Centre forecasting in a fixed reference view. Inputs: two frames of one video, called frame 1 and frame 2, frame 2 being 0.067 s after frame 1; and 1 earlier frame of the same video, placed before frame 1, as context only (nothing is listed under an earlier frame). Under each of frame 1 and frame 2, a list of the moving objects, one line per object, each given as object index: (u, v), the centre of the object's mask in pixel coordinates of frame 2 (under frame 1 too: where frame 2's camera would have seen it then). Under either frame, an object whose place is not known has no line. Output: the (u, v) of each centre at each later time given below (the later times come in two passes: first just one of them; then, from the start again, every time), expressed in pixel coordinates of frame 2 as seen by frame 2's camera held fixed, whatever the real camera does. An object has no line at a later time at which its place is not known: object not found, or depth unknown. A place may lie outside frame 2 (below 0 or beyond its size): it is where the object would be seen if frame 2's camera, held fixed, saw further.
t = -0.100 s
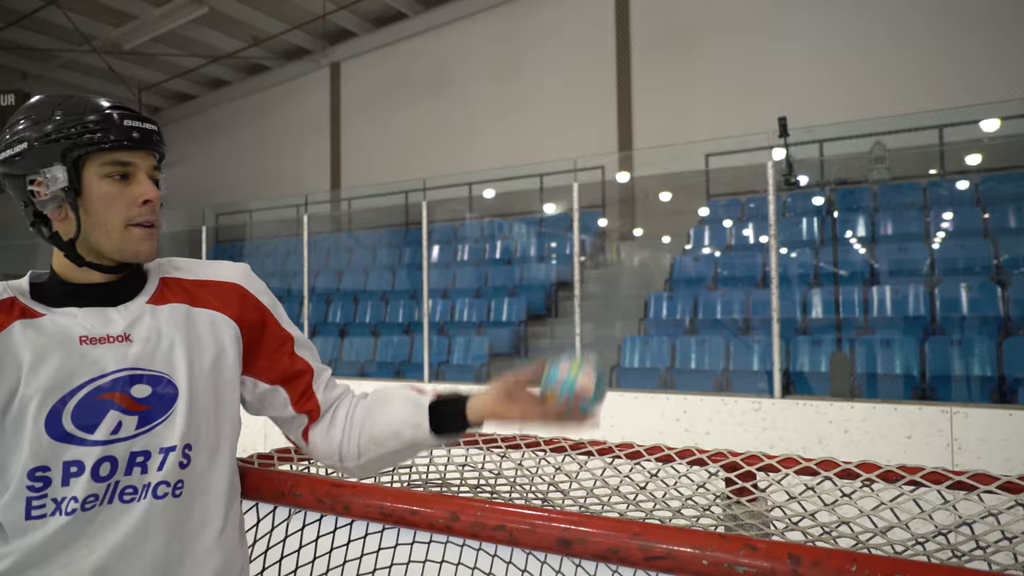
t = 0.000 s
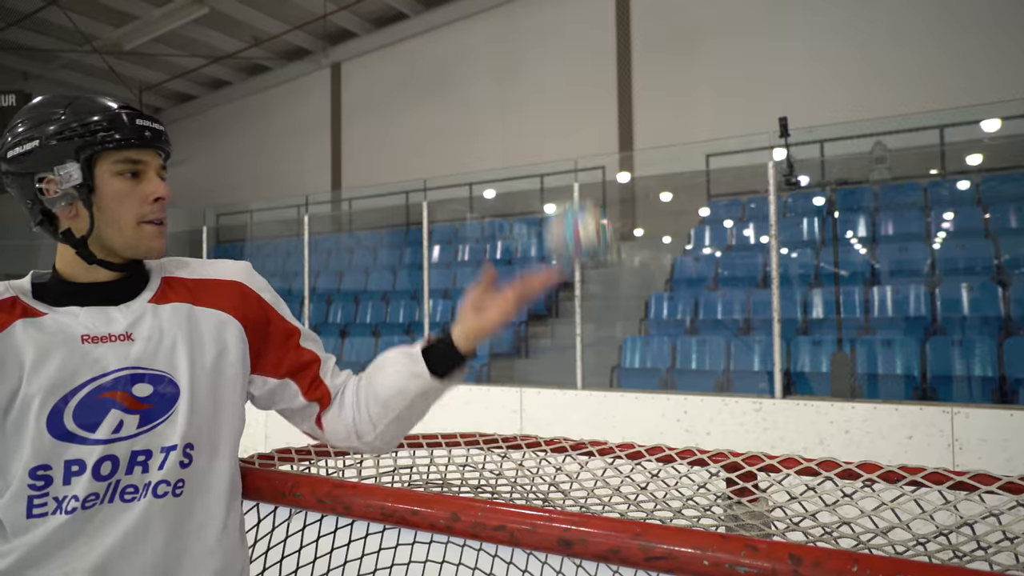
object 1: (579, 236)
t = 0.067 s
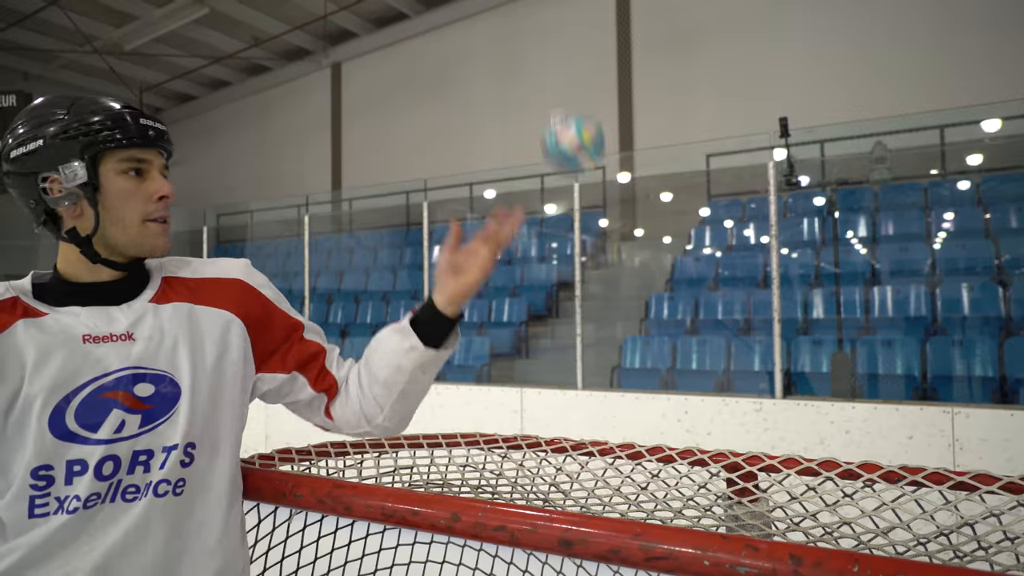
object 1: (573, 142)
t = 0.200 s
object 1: (556, 24)
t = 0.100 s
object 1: (568, 105)
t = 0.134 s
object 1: (563, 71)
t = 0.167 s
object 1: (559, 43)
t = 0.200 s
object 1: (556, 24)
